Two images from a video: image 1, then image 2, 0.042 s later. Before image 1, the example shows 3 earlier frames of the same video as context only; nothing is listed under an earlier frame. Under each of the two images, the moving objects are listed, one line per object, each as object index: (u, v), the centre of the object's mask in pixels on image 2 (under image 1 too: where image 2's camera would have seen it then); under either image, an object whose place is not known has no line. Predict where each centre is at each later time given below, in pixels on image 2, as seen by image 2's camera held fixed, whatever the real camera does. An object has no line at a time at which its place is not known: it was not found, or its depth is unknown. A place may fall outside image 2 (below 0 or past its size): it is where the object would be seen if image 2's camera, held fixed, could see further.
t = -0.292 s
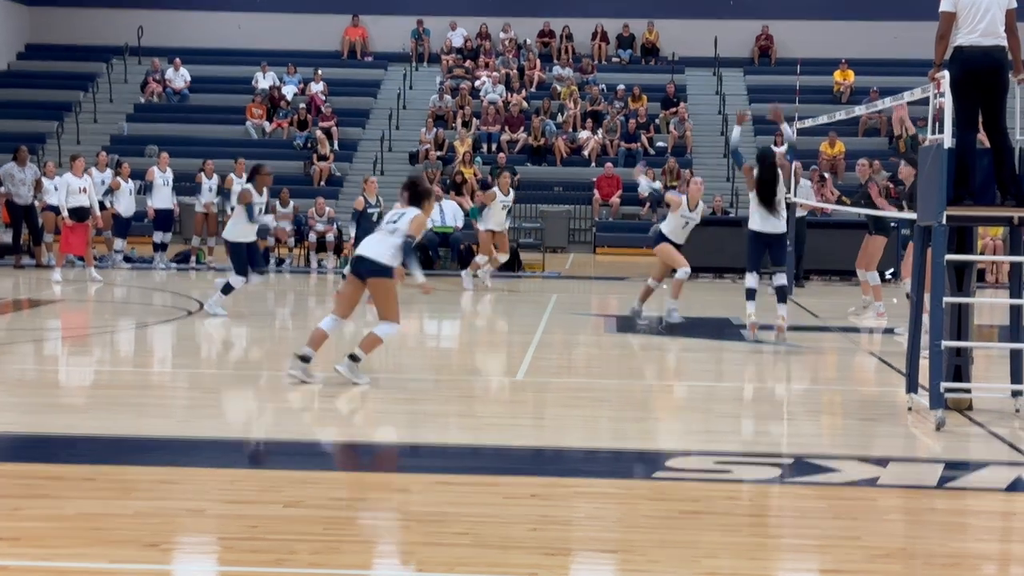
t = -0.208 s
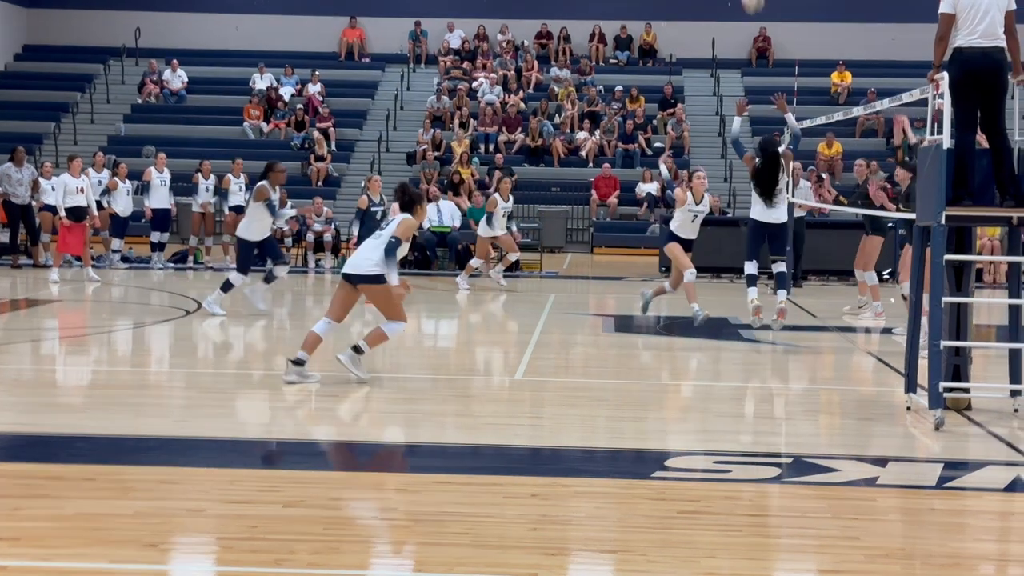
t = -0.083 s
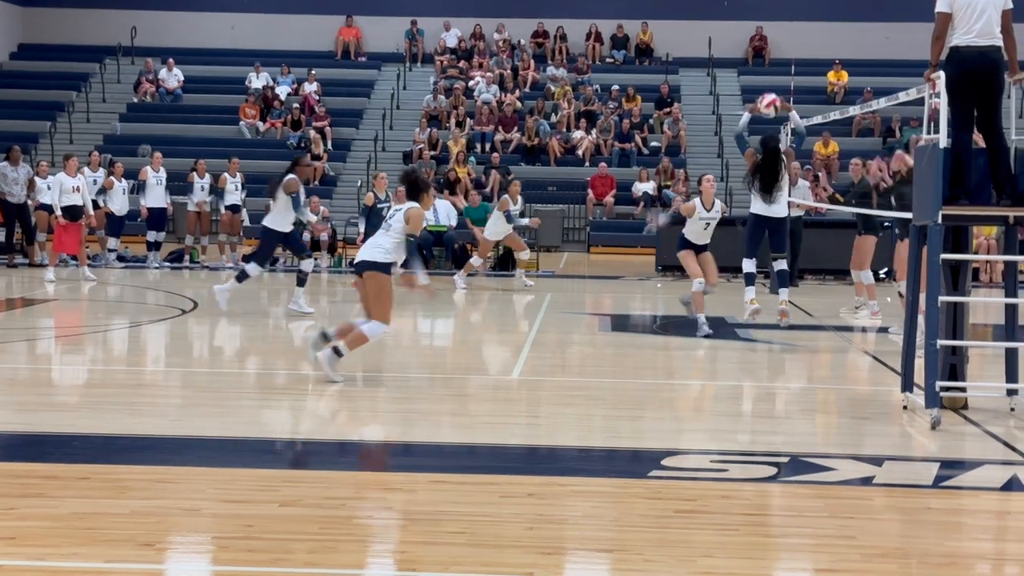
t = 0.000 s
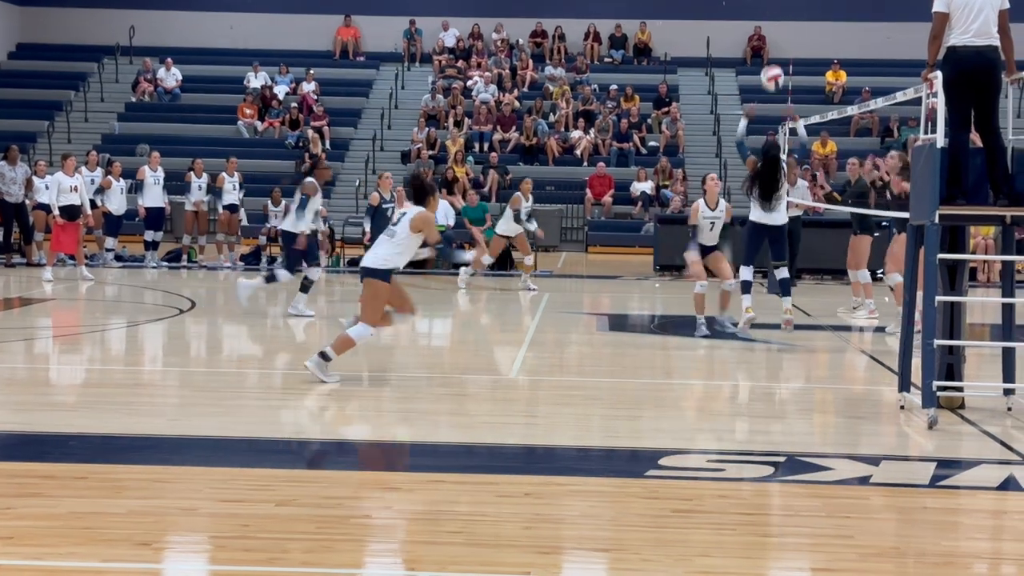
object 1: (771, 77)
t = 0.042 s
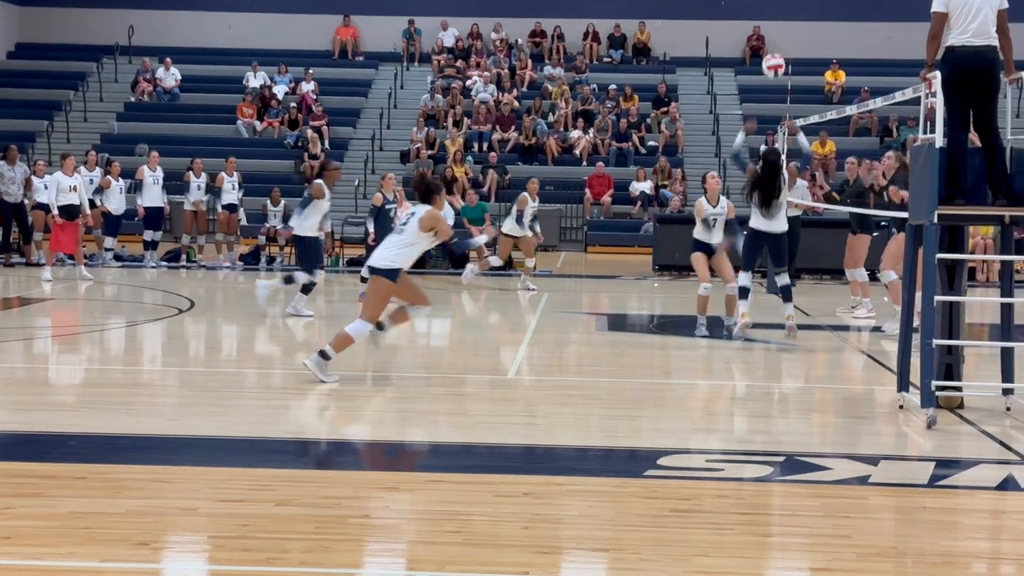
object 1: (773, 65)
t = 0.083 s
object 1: (775, 56)
